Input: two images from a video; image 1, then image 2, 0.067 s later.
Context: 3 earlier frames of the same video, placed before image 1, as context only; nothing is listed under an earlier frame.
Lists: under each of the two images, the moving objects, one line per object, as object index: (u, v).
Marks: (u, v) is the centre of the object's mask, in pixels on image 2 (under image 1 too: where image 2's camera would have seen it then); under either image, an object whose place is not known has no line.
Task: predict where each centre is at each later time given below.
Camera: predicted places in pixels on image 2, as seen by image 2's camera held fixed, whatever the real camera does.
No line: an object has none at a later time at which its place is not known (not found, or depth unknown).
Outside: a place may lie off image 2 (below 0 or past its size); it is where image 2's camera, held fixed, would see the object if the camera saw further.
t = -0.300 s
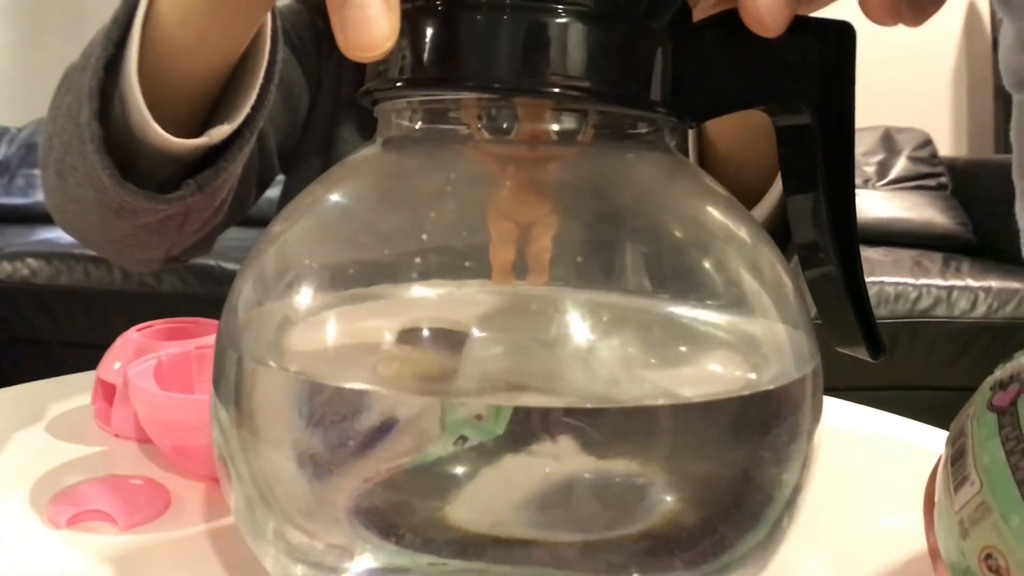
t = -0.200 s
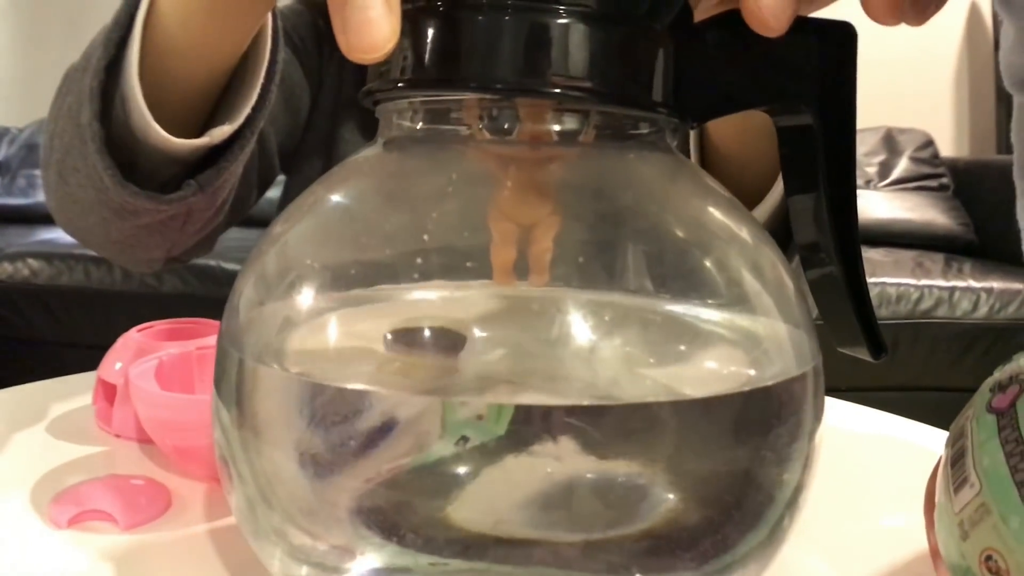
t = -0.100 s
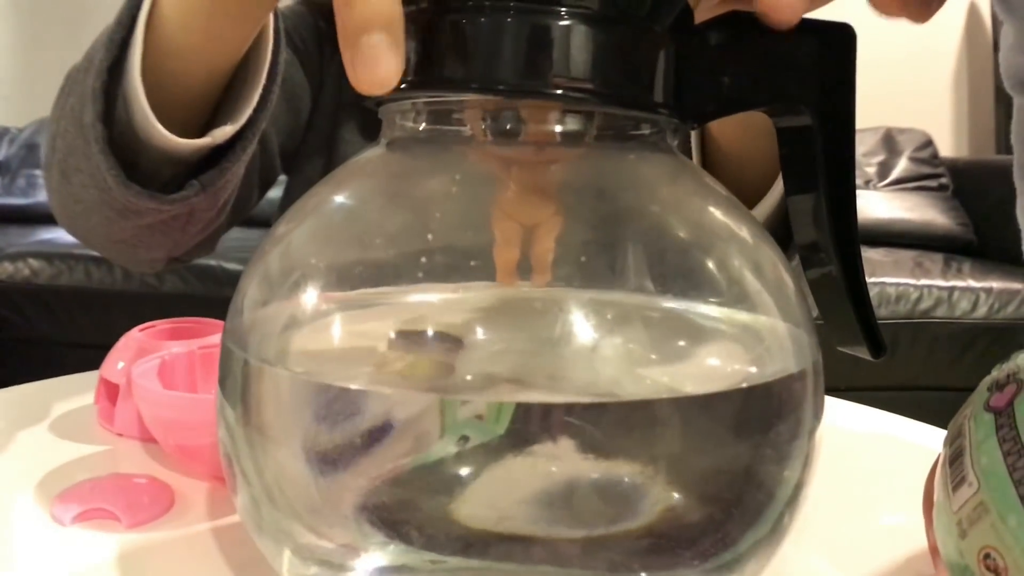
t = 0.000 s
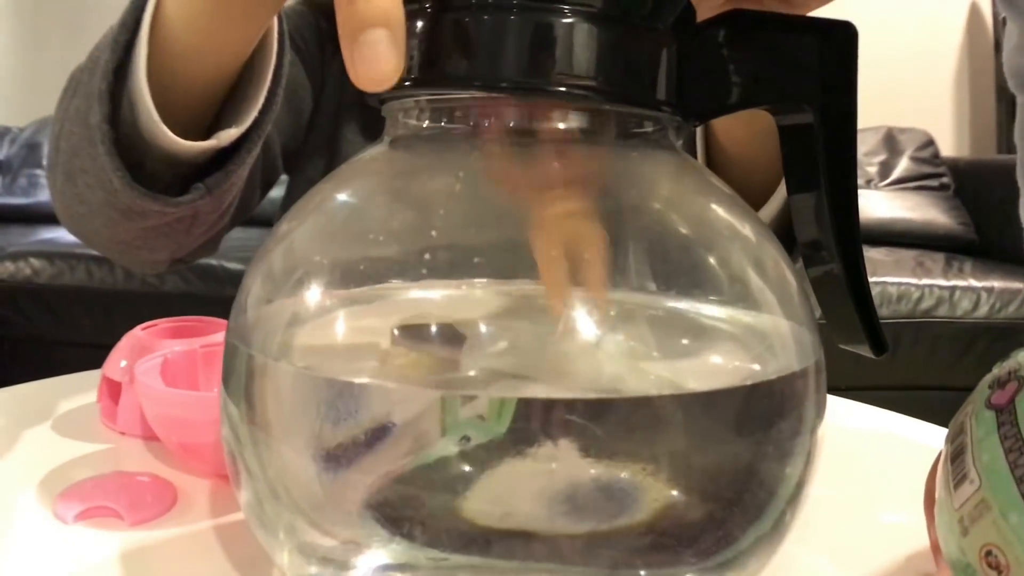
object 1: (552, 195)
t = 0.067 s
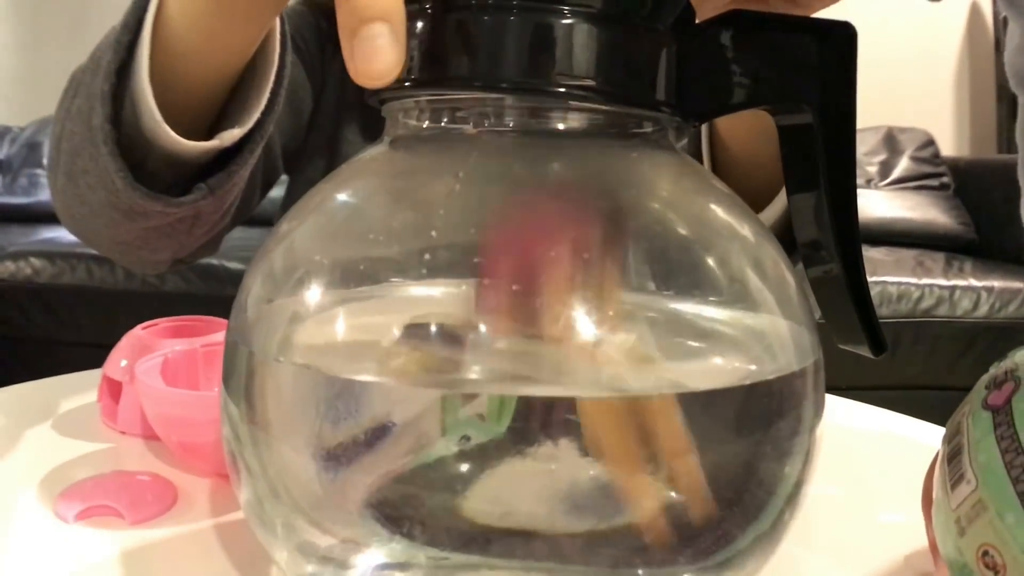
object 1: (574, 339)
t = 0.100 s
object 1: (578, 442)
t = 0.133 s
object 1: (575, 485)
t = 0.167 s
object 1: (567, 490)
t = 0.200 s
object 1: (567, 485)
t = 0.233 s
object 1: (561, 449)
